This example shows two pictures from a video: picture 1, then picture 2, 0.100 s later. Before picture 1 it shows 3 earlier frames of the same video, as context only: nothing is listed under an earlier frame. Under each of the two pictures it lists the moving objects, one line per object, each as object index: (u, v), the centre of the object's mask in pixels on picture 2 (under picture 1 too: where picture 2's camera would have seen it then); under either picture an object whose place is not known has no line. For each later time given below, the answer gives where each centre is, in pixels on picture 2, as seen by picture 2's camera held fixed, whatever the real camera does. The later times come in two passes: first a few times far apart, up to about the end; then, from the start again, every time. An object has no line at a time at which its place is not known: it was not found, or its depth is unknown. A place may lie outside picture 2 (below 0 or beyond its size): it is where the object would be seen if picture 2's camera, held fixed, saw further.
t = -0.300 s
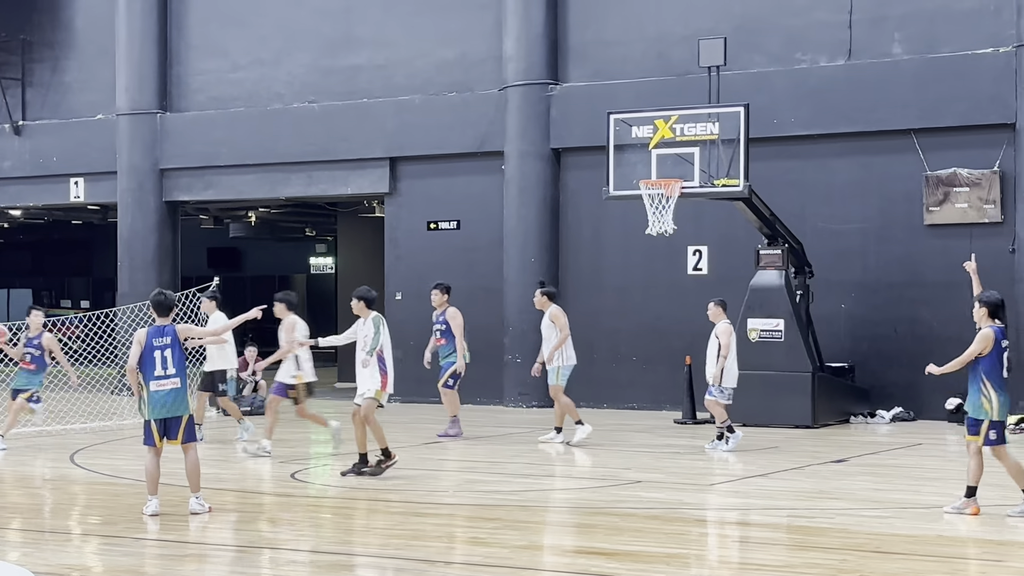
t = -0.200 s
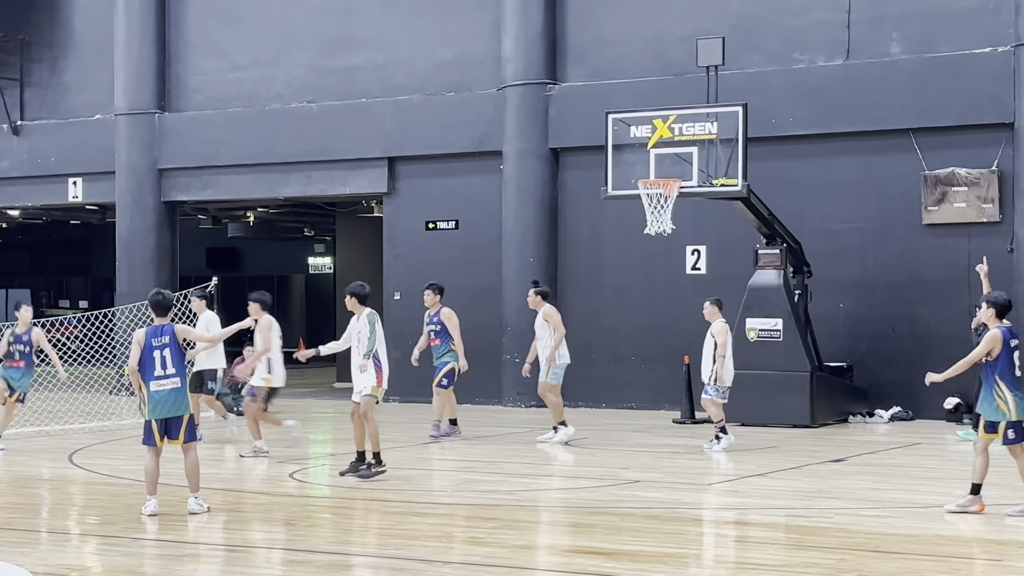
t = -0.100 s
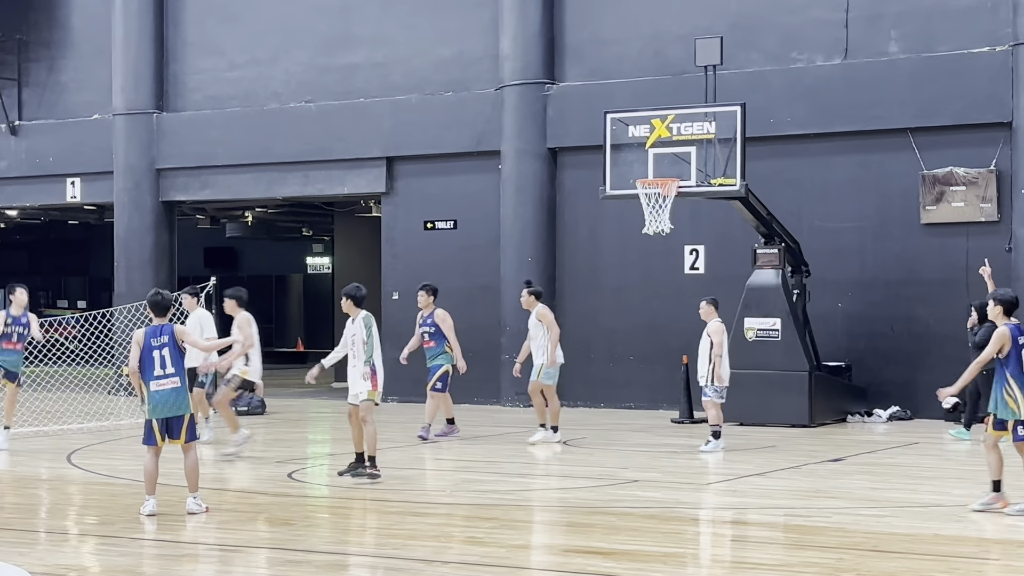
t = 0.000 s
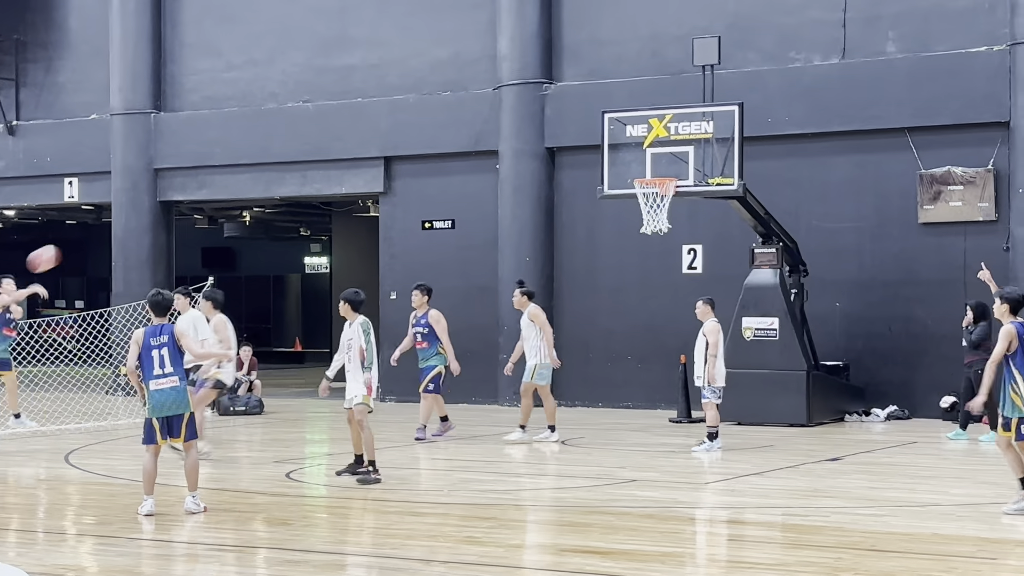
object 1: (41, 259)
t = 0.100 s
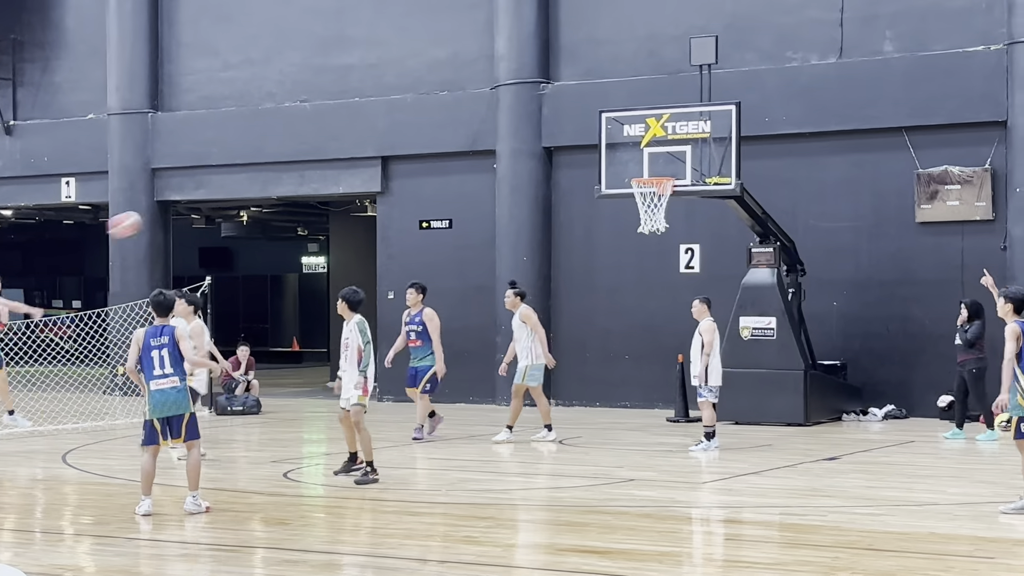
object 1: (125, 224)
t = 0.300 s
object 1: (299, 180)
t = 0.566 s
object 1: (560, 173)
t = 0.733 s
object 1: (745, 206)
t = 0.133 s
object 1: (153, 215)
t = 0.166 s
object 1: (180, 207)
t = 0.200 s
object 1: (209, 199)
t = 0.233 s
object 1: (238, 191)
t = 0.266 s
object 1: (268, 185)
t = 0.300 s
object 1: (299, 180)
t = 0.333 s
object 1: (329, 175)
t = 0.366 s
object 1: (361, 172)
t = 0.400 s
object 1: (392, 170)
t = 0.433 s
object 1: (424, 168)
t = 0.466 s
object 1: (457, 168)
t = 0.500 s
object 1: (490, 169)
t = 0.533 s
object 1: (525, 171)
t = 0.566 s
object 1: (560, 173)
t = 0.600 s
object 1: (594, 177)
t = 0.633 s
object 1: (627, 181)
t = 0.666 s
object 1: (670, 189)
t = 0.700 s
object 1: (706, 197)
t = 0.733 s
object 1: (745, 206)
